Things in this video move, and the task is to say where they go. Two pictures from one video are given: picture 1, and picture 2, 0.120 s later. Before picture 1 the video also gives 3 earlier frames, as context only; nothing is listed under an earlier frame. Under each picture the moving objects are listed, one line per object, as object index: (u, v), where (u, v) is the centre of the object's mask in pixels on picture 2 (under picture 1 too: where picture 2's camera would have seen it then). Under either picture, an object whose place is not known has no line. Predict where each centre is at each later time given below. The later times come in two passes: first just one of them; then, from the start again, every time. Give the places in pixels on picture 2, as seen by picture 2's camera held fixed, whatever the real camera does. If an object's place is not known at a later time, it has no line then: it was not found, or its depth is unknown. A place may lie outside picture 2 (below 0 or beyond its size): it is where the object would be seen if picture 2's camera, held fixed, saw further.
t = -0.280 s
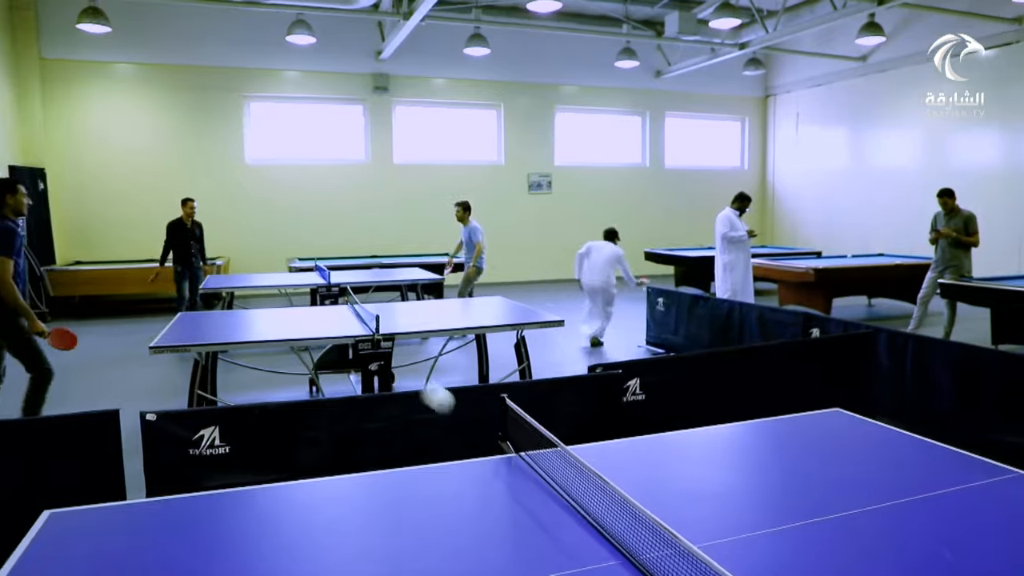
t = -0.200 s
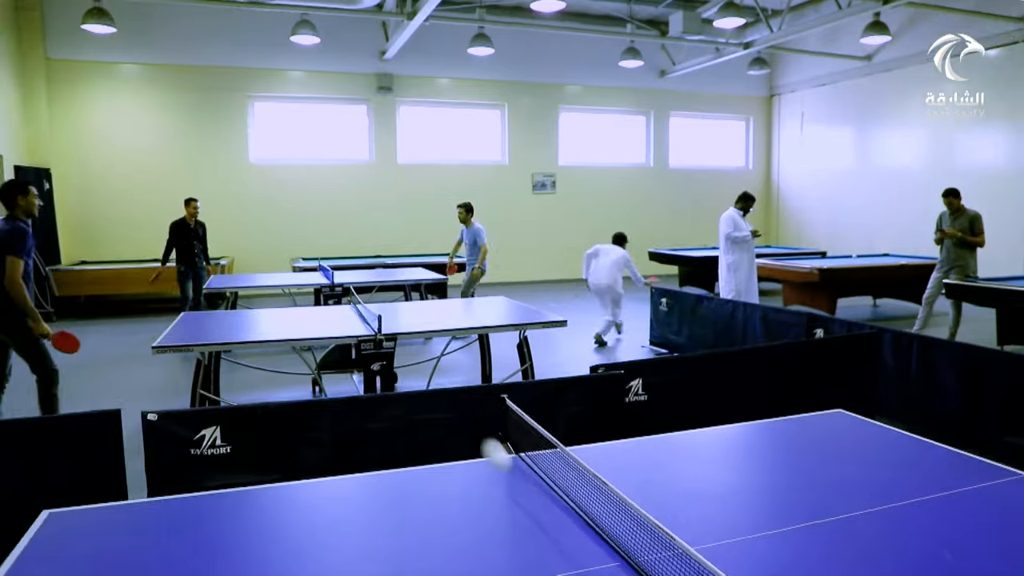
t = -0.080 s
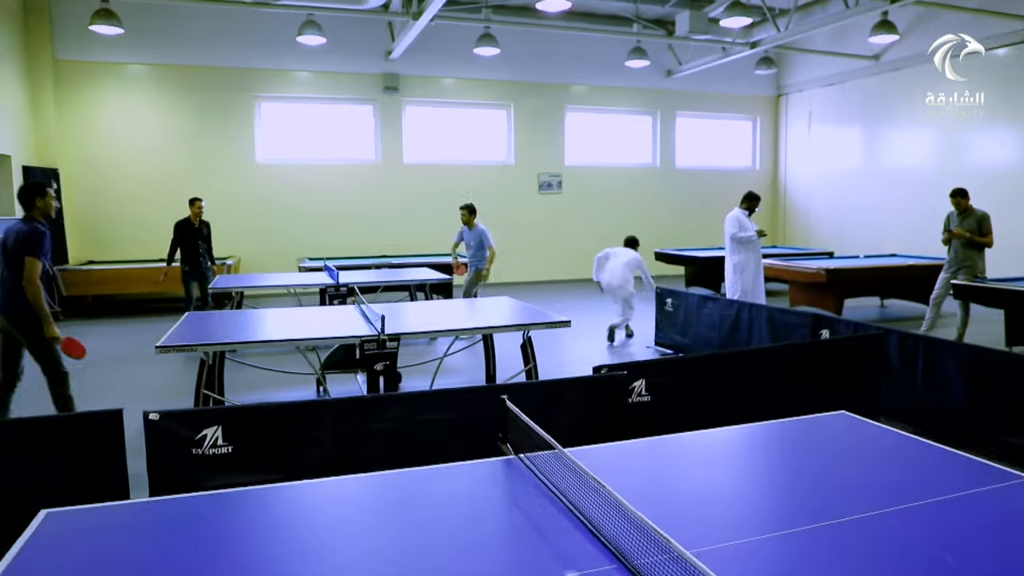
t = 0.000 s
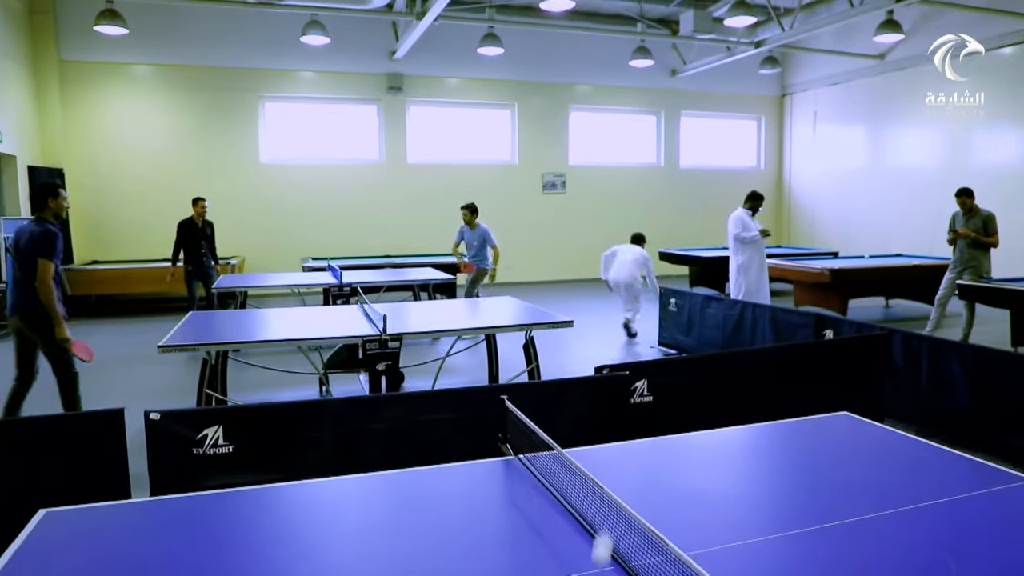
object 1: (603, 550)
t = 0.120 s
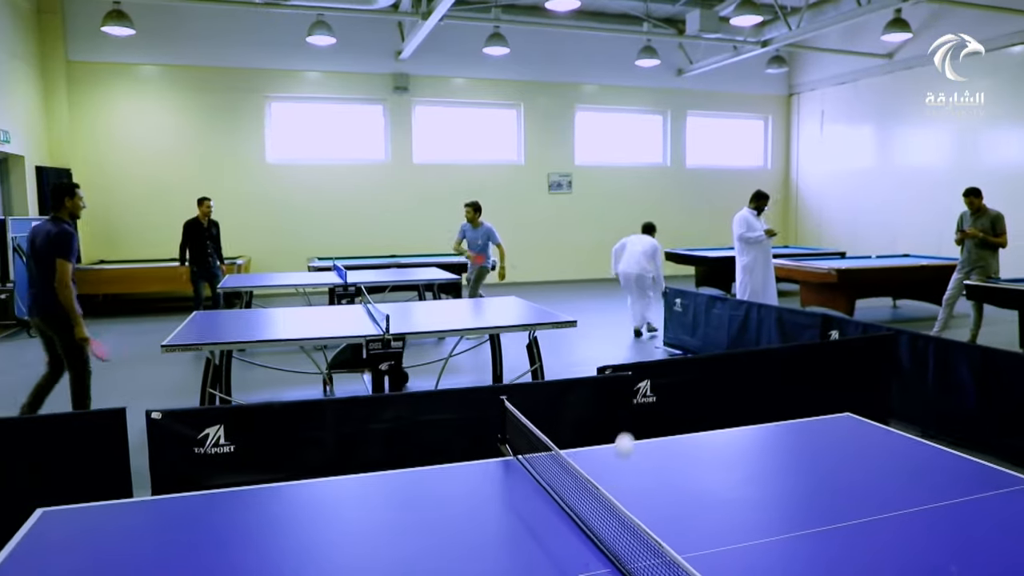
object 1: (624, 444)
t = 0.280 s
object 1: (646, 418)
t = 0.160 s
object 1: (630, 428)
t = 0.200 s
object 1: (635, 417)
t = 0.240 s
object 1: (640, 414)
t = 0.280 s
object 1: (646, 418)
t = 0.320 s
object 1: (650, 428)
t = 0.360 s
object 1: (656, 446)
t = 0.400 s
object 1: (662, 471)
